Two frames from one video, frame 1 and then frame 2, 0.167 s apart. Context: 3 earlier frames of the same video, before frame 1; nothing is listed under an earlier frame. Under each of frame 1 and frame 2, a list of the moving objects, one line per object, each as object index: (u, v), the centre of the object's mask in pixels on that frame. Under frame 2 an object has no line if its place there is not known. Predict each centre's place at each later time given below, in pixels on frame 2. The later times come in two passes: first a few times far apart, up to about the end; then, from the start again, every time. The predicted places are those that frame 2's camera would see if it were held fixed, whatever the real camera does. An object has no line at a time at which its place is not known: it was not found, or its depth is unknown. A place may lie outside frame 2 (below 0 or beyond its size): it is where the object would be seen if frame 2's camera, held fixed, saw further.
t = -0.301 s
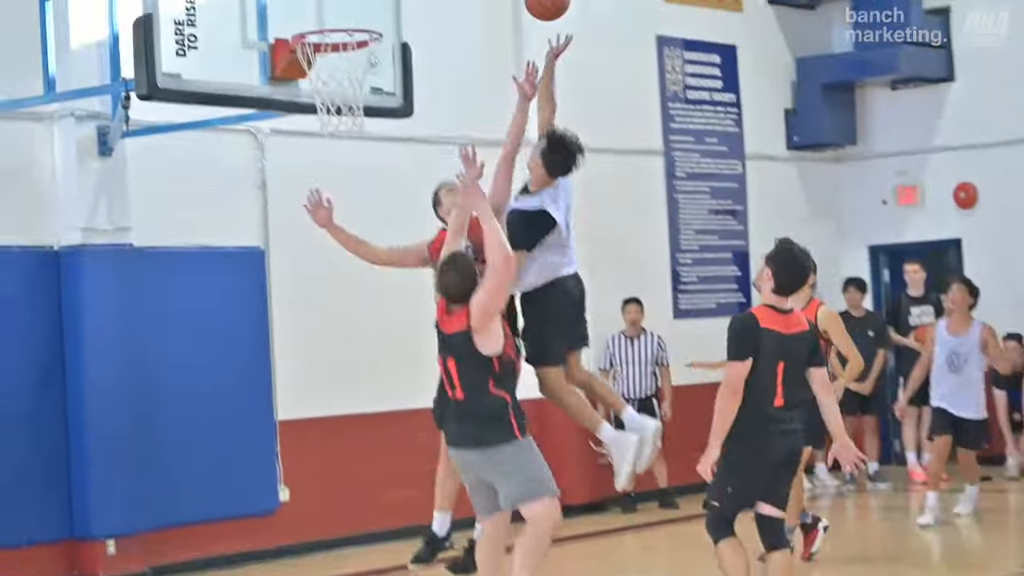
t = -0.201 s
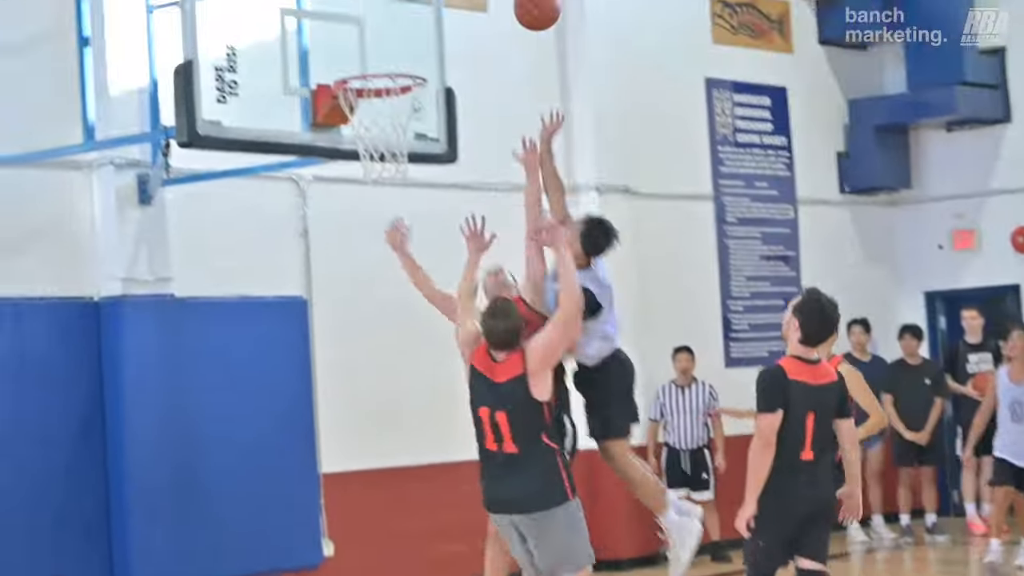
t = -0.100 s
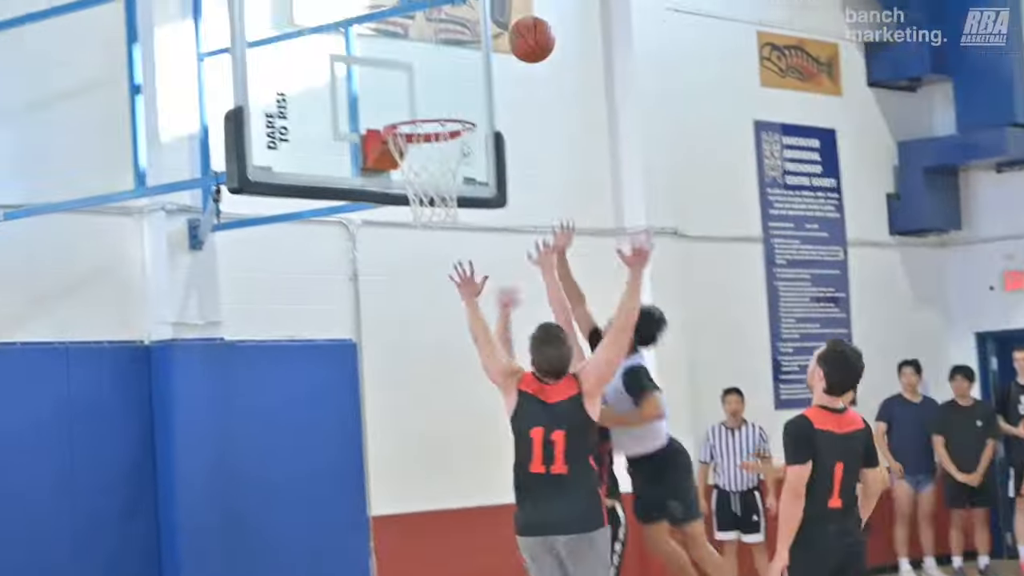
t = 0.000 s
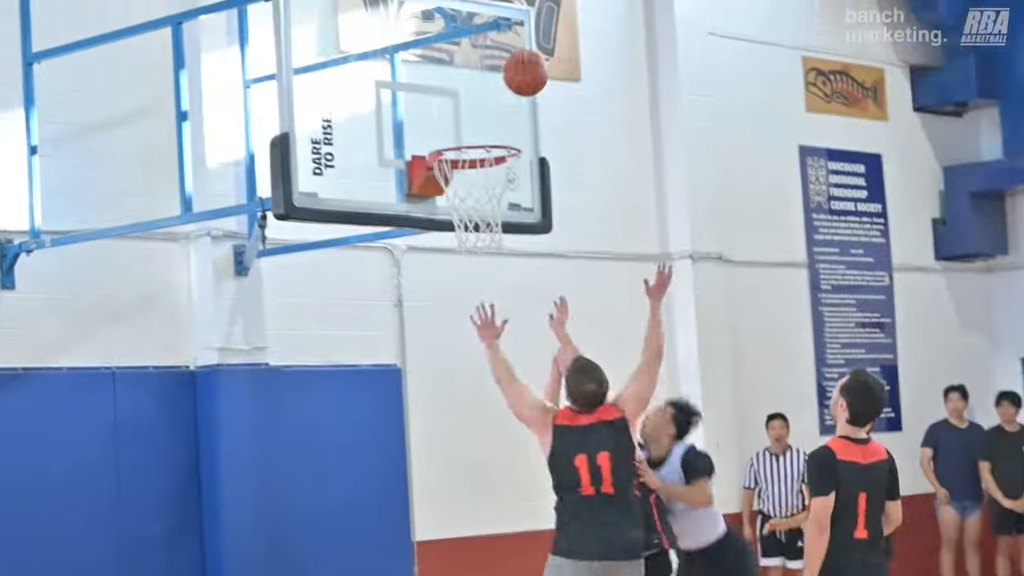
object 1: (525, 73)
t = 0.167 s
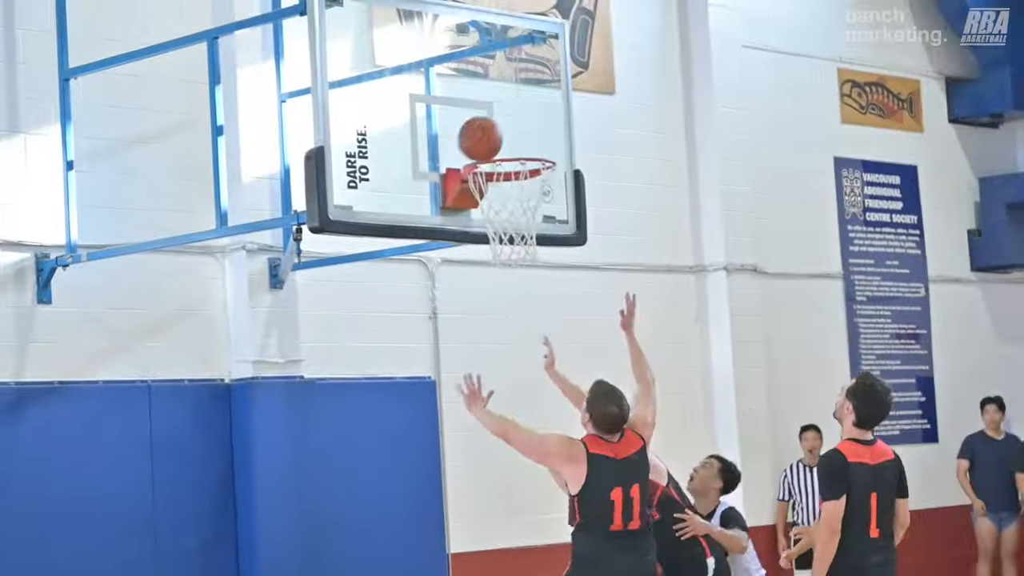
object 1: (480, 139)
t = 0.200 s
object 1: (468, 147)
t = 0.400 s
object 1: (501, 115)
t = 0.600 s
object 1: (526, 140)
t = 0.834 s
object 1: (500, 188)
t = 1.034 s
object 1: (494, 238)
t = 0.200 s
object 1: (468, 147)
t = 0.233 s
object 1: (473, 138)
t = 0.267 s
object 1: (478, 129)
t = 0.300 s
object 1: (483, 123)
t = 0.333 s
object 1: (489, 118)
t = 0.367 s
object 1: (495, 115)
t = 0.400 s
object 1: (501, 115)
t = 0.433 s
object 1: (506, 116)
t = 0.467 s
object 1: (513, 119)
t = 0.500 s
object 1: (519, 125)
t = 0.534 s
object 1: (526, 132)
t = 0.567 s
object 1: (530, 141)
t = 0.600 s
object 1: (526, 140)
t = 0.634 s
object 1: (521, 140)
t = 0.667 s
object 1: (517, 143)
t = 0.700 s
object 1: (513, 148)
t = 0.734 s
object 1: (508, 156)
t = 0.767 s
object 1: (504, 164)
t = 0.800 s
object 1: (503, 175)
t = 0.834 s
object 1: (500, 188)
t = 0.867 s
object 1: (493, 199)
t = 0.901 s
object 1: (493, 211)
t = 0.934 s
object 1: (492, 218)
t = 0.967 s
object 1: (492, 223)
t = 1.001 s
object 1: (493, 229)
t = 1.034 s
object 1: (494, 238)
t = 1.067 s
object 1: (495, 247)
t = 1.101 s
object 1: (497, 261)
